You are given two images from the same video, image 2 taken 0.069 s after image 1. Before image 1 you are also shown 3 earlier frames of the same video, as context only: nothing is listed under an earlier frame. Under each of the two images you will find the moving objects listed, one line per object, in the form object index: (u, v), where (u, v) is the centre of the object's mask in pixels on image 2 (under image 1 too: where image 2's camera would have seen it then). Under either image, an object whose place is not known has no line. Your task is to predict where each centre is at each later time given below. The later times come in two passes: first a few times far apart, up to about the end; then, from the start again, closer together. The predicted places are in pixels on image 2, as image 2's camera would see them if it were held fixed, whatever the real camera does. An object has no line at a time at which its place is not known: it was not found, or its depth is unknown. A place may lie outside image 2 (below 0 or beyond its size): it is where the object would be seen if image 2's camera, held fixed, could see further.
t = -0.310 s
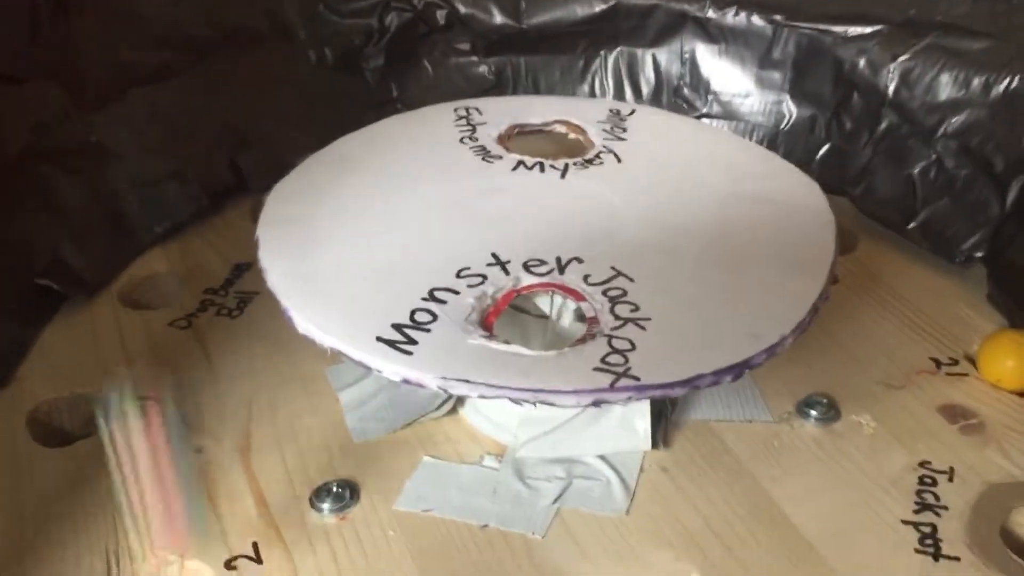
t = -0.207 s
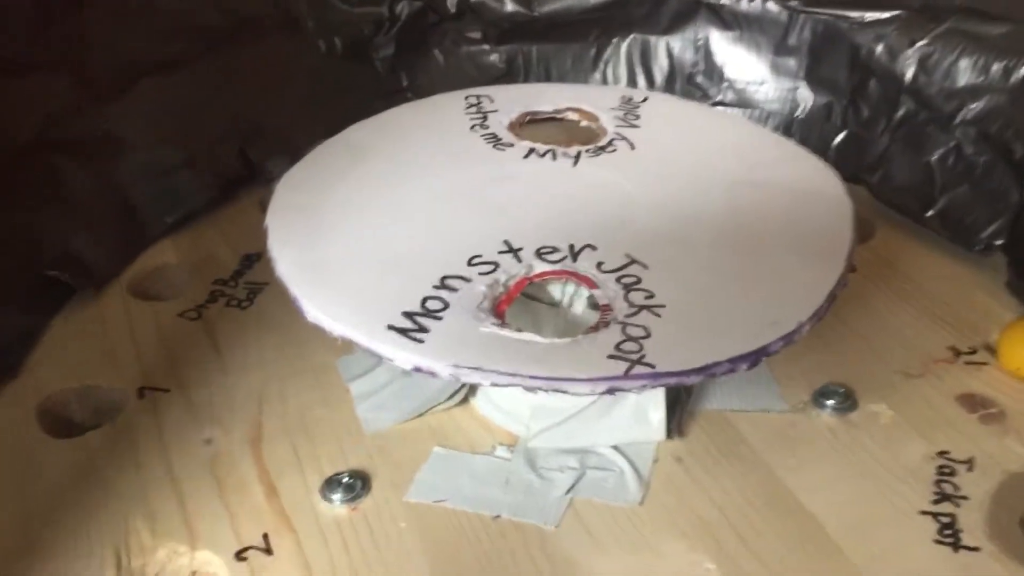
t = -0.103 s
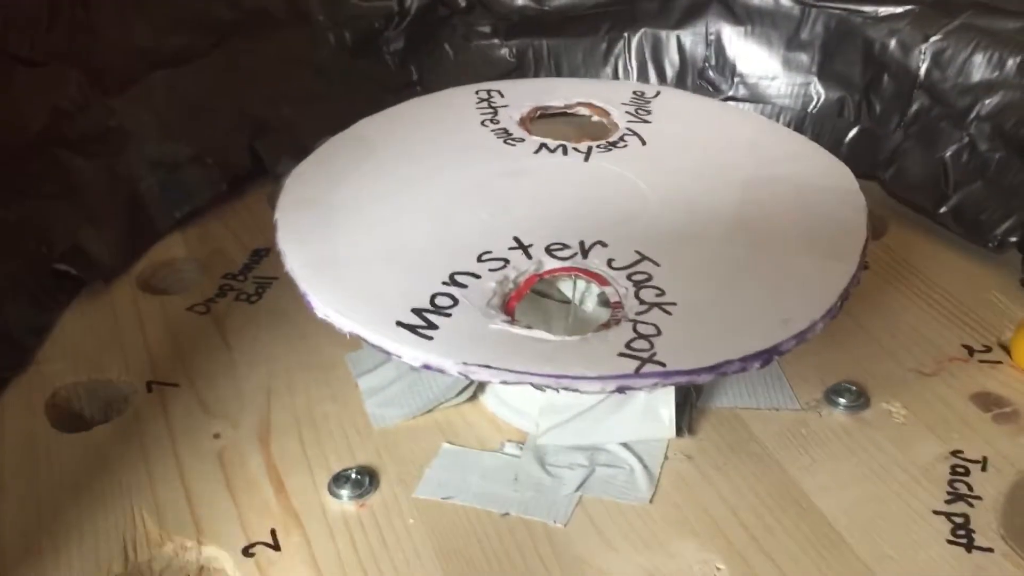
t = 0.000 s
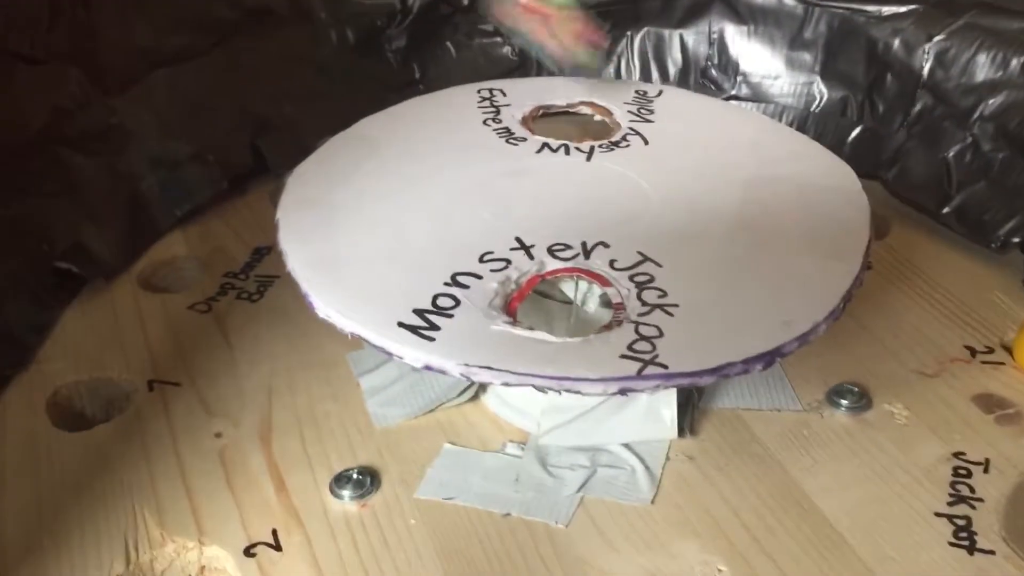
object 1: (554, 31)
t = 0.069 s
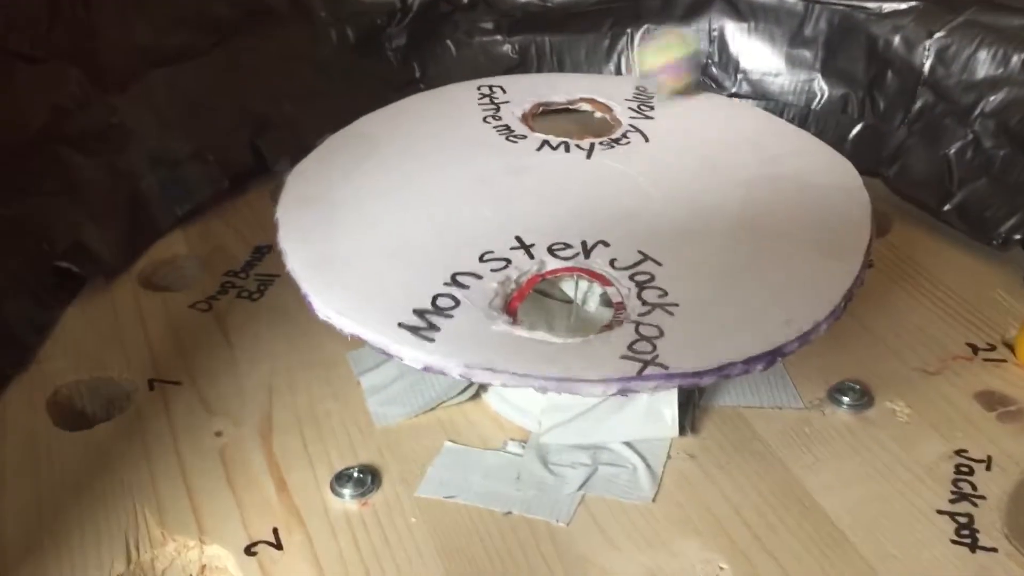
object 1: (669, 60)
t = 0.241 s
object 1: (834, 102)
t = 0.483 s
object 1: (947, 196)
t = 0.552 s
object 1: (940, 233)
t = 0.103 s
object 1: (697, 60)
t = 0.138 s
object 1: (720, 60)
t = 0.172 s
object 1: (749, 80)
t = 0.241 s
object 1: (834, 102)
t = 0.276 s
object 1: (871, 64)
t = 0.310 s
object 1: (906, 44)
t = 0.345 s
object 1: (926, 42)
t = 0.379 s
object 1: (944, 65)
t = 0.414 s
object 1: (952, 107)
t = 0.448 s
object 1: (953, 142)
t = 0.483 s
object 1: (947, 196)
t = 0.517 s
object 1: (942, 227)
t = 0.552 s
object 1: (940, 233)
